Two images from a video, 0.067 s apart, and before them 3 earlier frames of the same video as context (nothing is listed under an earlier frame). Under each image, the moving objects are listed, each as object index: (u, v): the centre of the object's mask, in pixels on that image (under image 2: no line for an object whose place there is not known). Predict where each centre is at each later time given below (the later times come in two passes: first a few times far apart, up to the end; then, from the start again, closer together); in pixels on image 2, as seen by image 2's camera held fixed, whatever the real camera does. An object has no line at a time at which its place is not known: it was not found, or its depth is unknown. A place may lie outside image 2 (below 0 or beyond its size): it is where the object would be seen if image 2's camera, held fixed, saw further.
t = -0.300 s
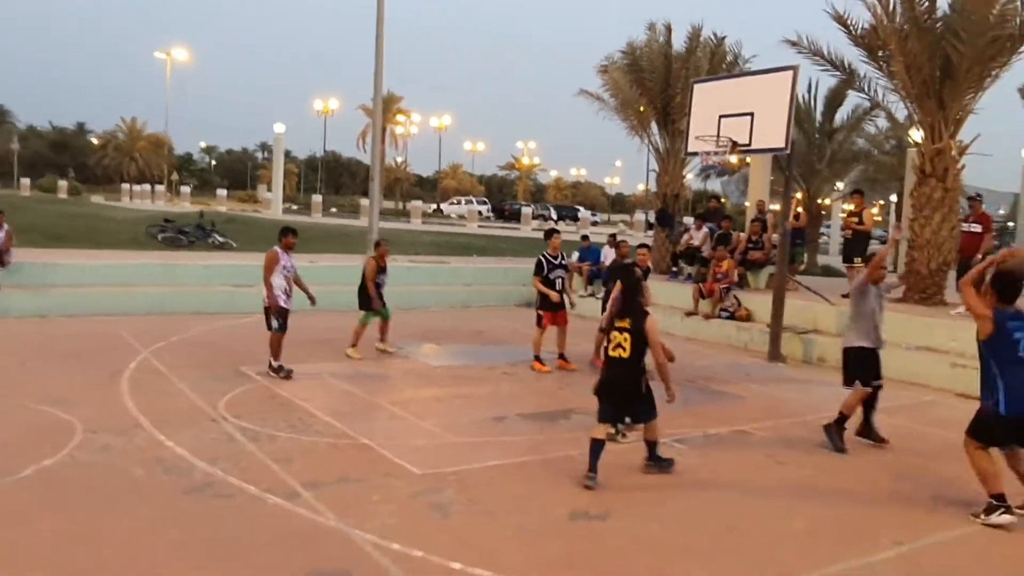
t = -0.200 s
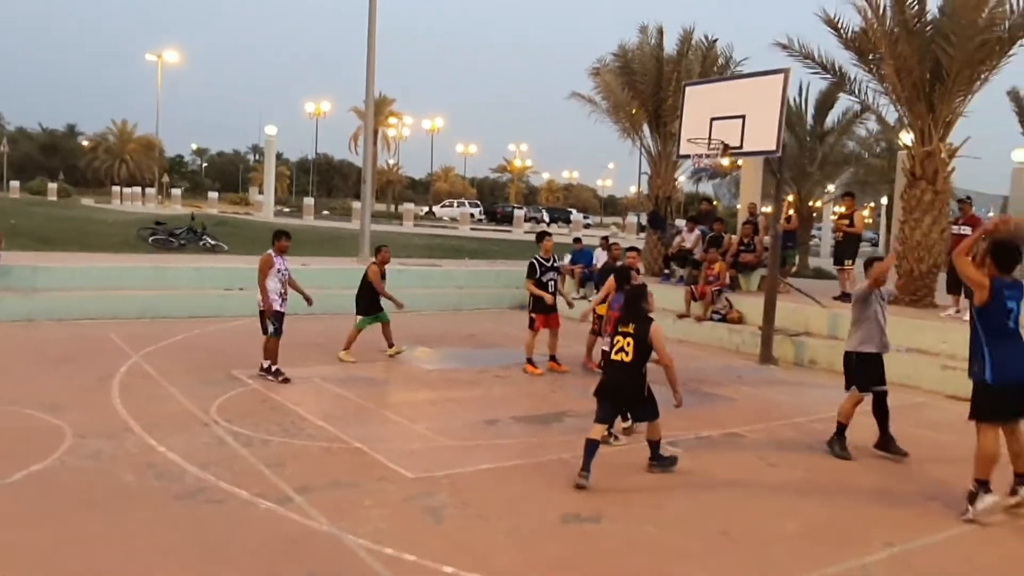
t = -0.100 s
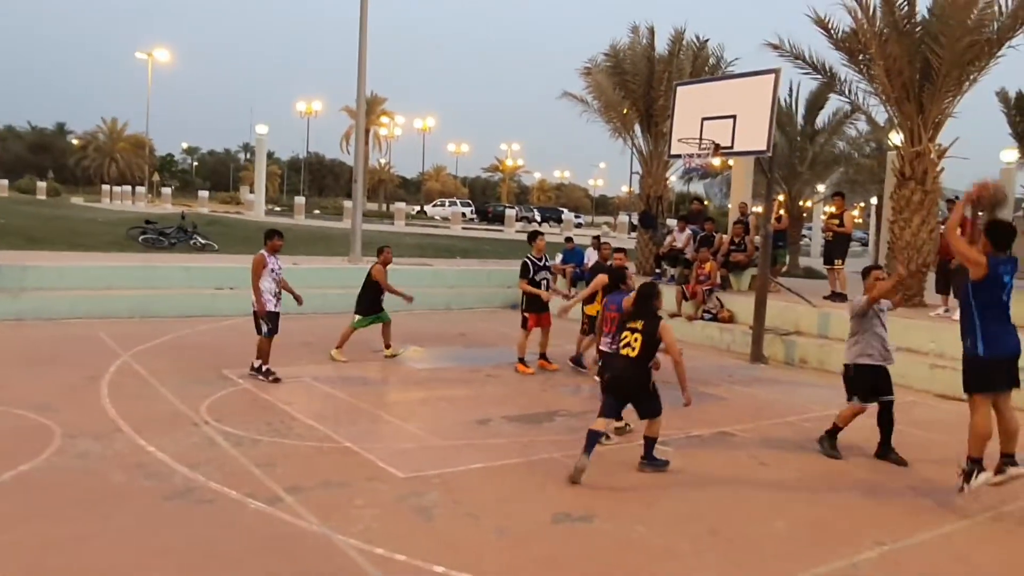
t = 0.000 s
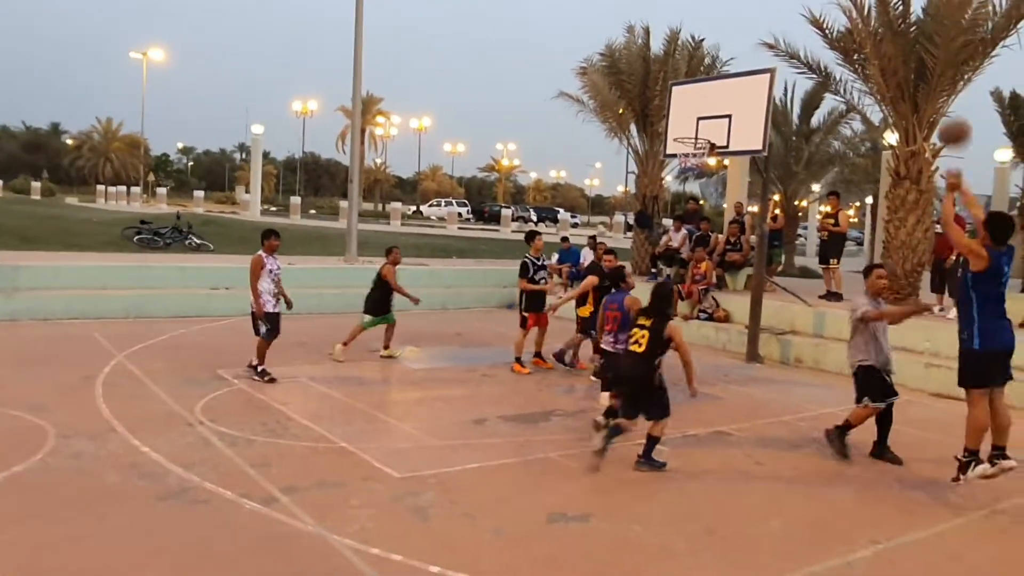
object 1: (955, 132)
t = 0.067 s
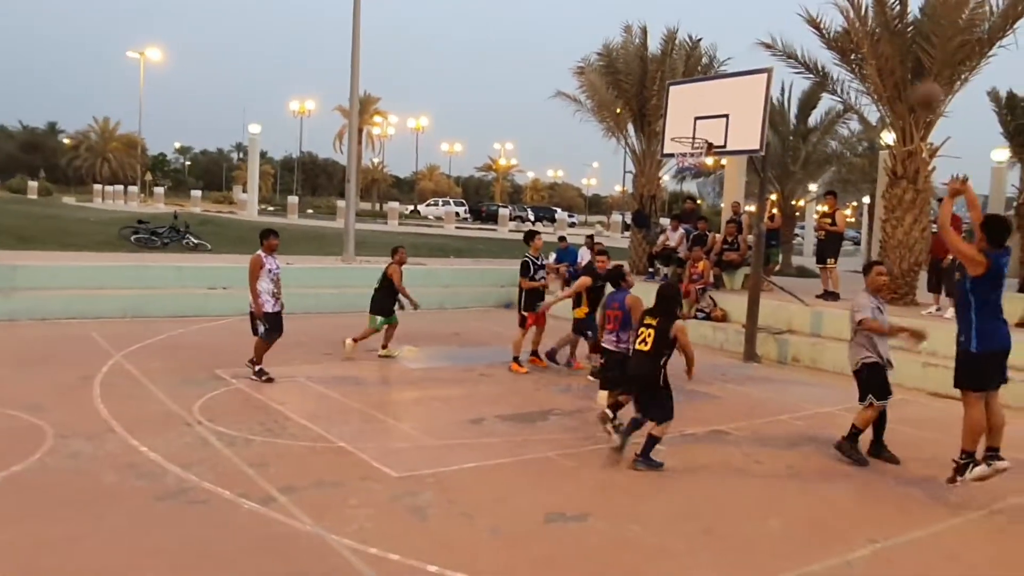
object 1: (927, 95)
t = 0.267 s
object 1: (860, 36)
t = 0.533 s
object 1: (791, 31)
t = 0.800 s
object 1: (737, 85)
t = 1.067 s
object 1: (700, 109)
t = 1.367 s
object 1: (669, 81)
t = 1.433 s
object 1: (662, 84)
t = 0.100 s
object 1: (915, 80)
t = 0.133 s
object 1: (903, 67)
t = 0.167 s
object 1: (891, 56)
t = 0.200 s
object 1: (881, 48)
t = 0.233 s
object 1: (868, 43)
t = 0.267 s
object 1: (860, 36)
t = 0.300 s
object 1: (848, 31)
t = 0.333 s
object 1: (841, 28)
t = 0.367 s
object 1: (830, 25)
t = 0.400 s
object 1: (823, 25)
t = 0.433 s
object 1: (815, 24)
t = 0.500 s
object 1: (799, 28)
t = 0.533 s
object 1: (791, 31)
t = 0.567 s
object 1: (784, 36)
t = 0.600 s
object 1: (776, 41)
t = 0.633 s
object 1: (769, 47)
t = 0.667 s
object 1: (762, 52)
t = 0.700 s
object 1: (757, 60)
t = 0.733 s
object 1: (749, 68)
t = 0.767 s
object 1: (744, 76)
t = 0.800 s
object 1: (737, 85)
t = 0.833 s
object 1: (731, 95)
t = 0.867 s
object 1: (726, 104)
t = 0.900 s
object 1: (719, 116)
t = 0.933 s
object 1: (714, 128)
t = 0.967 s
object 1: (708, 133)
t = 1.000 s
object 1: (706, 124)
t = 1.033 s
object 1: (702, 115)
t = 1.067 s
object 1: (700, 109)
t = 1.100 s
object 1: (696, 102)
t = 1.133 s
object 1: (693, 97)
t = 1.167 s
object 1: (689, 92)
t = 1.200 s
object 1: (686, 89)
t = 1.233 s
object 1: (683, 85)
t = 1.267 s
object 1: (679, 83)
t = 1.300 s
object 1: (676, 82)
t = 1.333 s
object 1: (672, 81)
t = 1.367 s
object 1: (669, 81)
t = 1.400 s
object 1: (664, 82)
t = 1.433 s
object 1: (662, 84)
